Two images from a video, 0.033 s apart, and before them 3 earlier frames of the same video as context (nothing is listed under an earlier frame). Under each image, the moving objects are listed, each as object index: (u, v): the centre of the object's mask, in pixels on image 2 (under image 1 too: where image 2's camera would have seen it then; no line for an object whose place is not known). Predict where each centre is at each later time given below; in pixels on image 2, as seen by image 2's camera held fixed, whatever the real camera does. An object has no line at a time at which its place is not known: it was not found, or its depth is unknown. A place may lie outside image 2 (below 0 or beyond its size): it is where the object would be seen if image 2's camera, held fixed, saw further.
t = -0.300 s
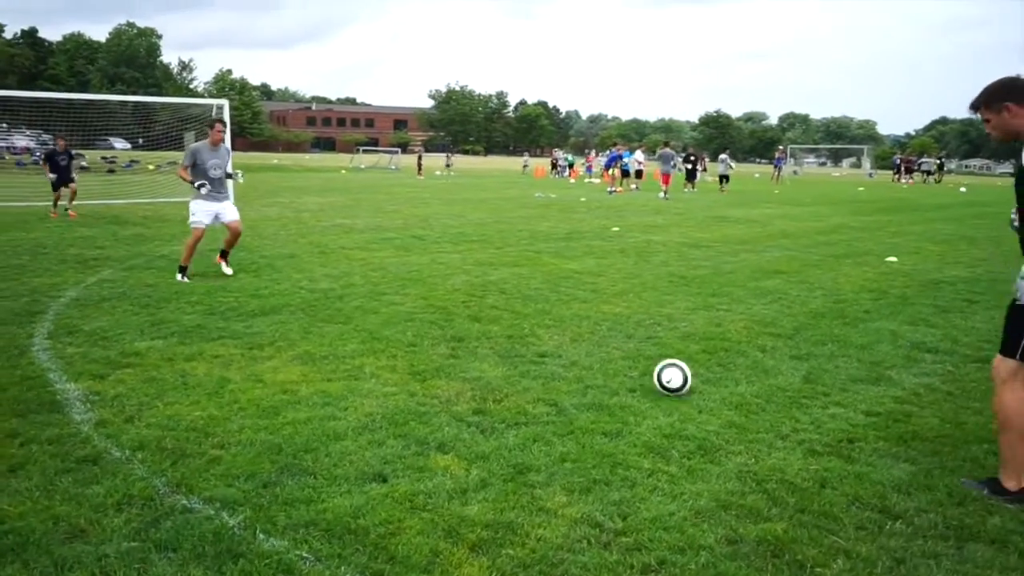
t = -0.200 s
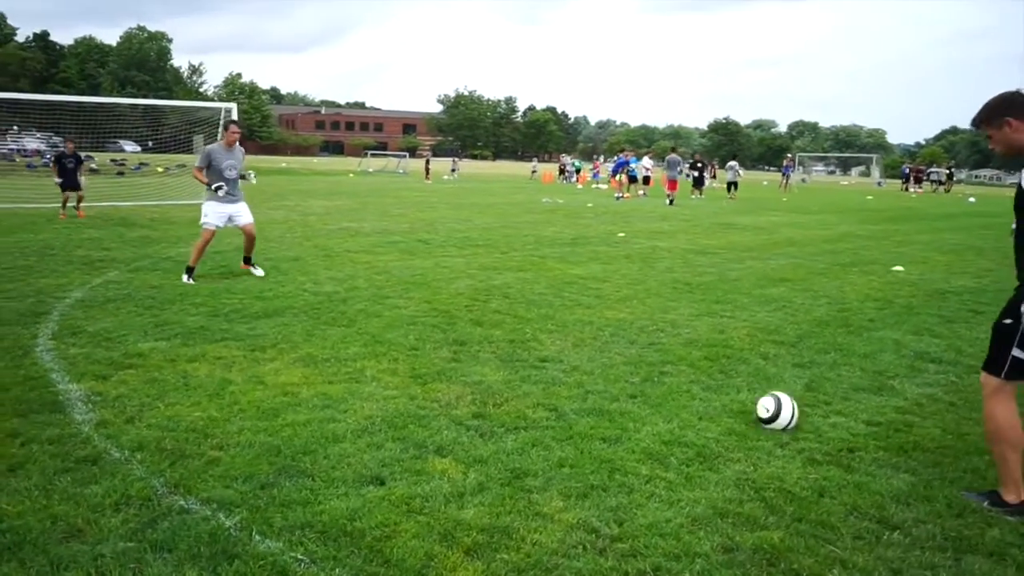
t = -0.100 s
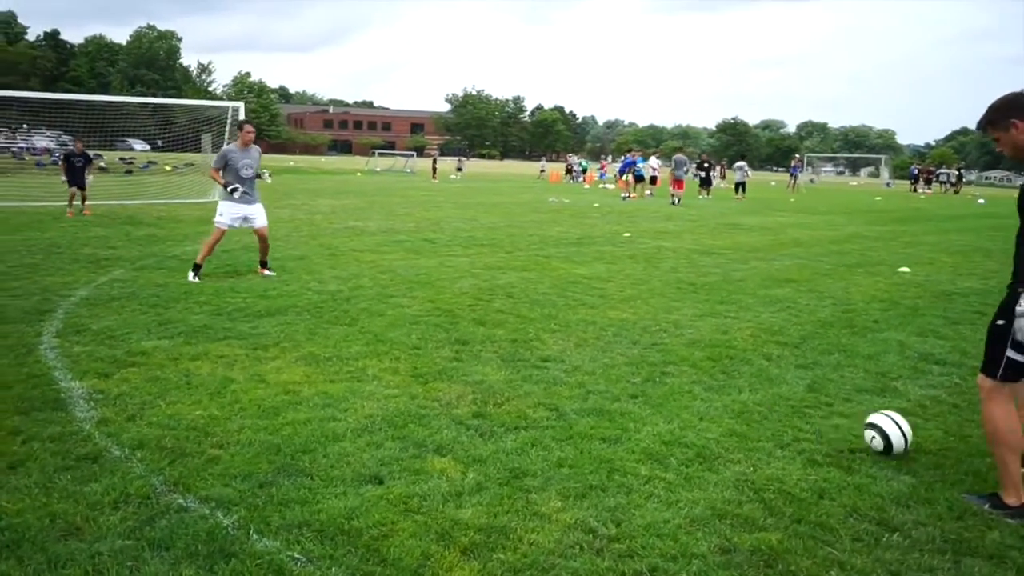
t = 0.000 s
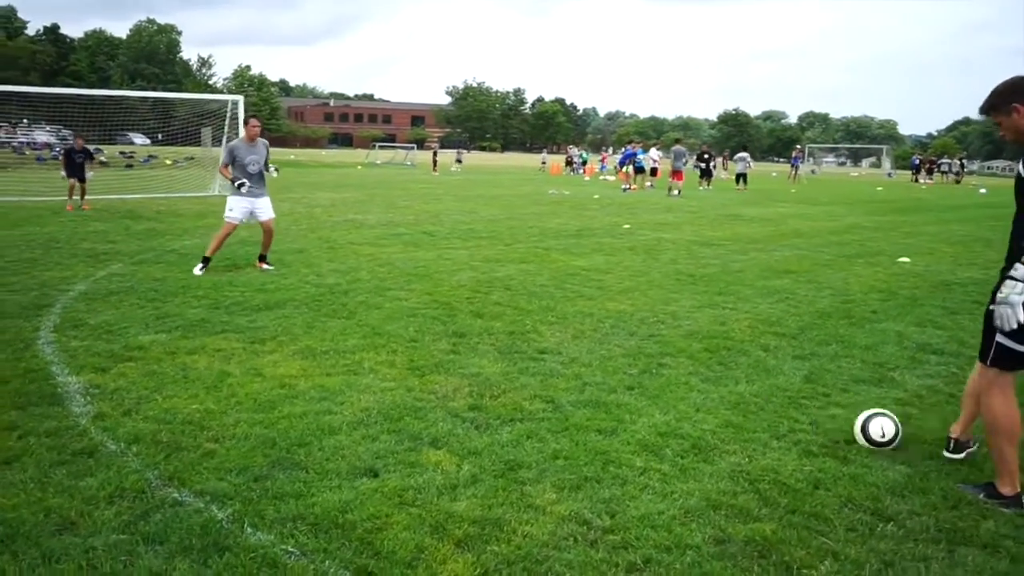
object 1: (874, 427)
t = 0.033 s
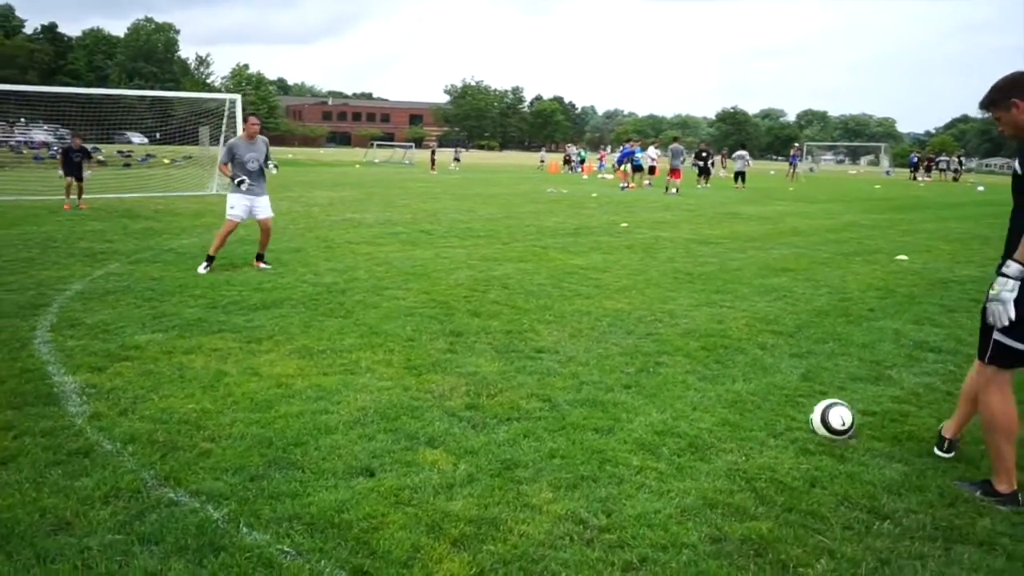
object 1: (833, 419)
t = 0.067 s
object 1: (800, 410)
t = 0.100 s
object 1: (771, 401)
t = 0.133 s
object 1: (744, 393)
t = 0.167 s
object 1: (717, 387)
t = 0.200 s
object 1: (693, 383)
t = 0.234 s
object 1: (670, 379)
